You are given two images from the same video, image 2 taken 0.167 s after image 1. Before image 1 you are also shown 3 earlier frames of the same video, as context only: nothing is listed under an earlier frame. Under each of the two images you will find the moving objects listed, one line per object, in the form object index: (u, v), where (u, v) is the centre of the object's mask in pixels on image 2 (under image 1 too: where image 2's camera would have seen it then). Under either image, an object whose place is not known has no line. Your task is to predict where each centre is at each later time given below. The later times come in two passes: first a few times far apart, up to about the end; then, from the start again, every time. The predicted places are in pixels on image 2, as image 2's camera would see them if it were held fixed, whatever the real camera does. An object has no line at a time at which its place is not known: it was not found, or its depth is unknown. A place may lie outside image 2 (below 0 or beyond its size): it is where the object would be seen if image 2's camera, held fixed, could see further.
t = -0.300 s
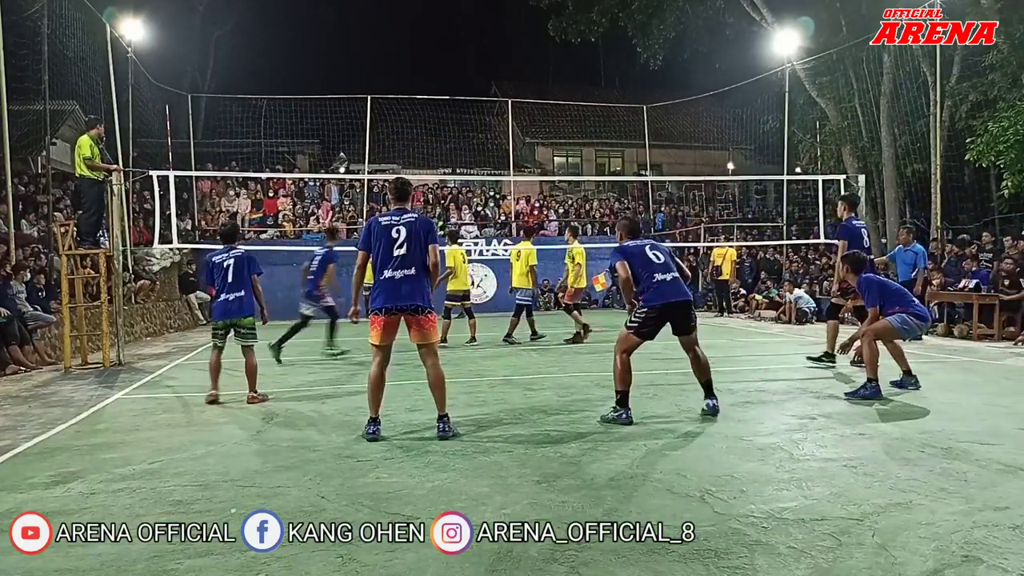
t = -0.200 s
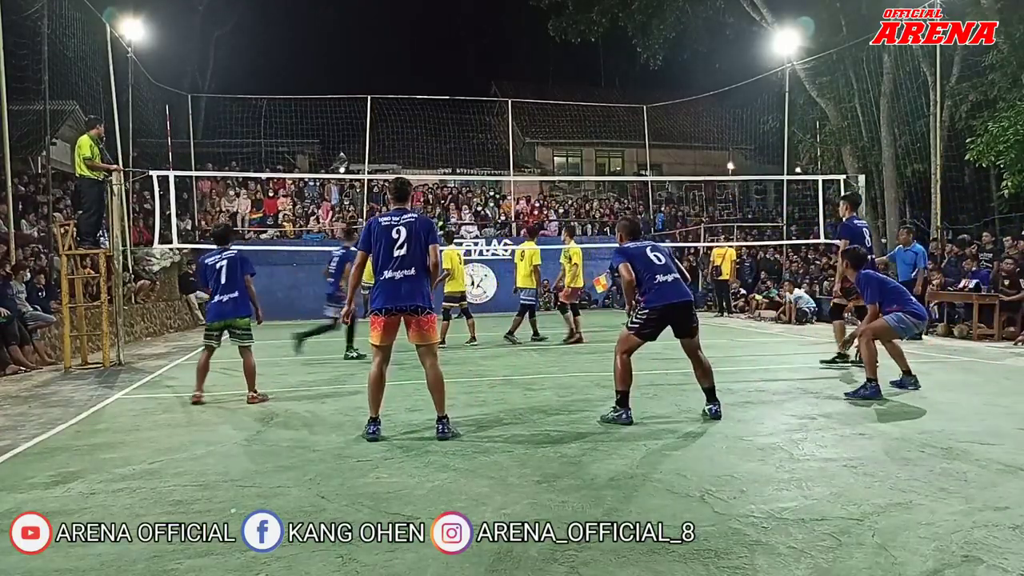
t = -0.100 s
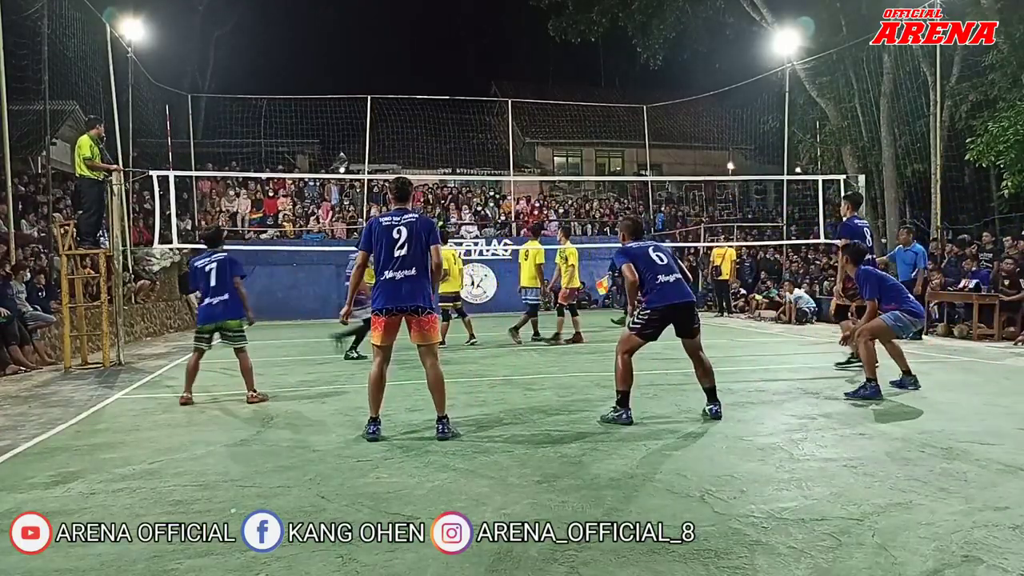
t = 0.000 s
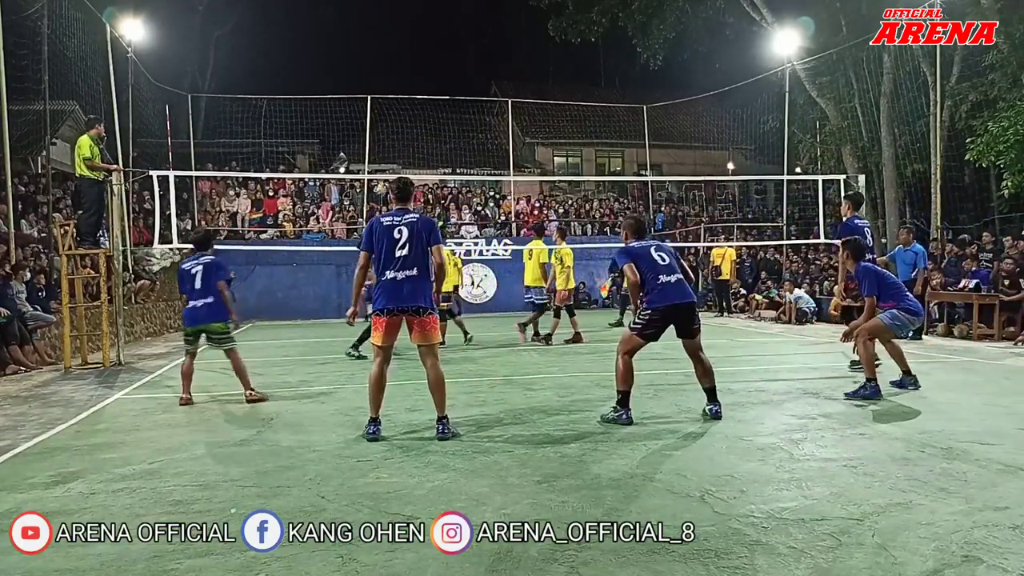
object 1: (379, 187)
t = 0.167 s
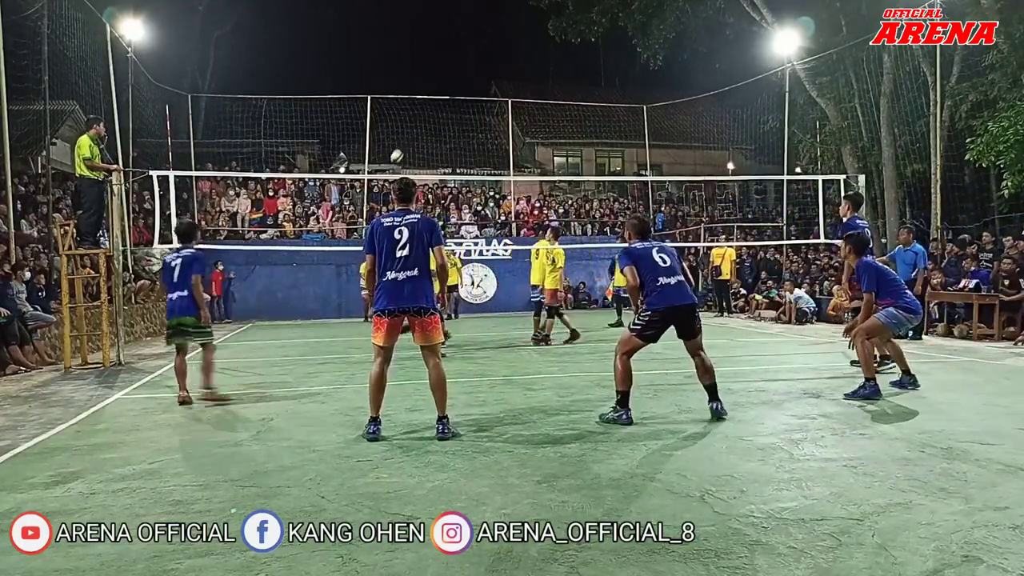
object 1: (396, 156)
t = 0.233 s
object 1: (404, 145)
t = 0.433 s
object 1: (429, 119)
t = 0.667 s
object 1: (467, 117)
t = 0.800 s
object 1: (495, 136)
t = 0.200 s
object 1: (400, 150)
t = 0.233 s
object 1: (404, 145)
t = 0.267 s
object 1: (408, 139)
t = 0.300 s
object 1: (412, 134)
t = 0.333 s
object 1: (415, 129)
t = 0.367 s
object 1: (420, 125)
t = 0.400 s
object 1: (424, 122)
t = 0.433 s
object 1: (429, 119)
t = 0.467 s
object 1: (434, 117)
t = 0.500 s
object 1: (439, 116)
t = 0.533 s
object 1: (445, 114)
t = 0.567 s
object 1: (450, 114)
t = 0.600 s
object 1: (456, 114)
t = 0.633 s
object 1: (462, 116)
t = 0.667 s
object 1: (467, 117)
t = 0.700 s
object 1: (474, 120)
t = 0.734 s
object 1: (480, 124)
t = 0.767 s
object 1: (487, 129)
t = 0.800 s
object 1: (495, 136)
